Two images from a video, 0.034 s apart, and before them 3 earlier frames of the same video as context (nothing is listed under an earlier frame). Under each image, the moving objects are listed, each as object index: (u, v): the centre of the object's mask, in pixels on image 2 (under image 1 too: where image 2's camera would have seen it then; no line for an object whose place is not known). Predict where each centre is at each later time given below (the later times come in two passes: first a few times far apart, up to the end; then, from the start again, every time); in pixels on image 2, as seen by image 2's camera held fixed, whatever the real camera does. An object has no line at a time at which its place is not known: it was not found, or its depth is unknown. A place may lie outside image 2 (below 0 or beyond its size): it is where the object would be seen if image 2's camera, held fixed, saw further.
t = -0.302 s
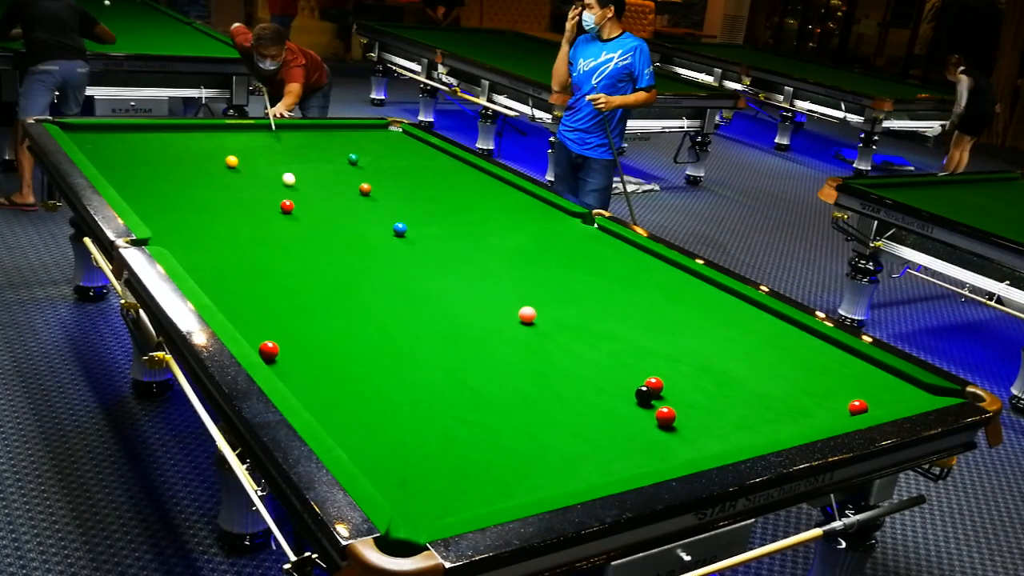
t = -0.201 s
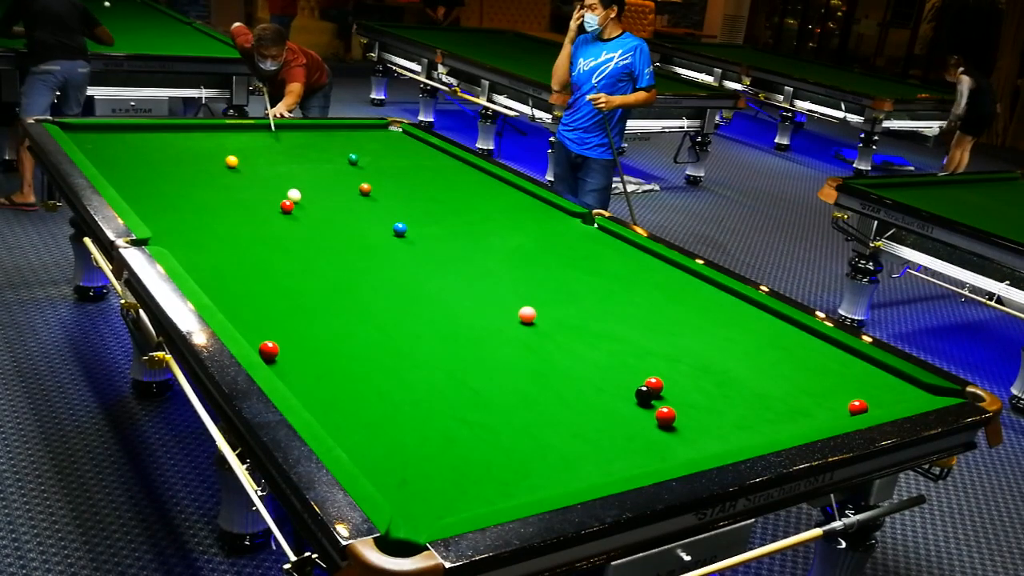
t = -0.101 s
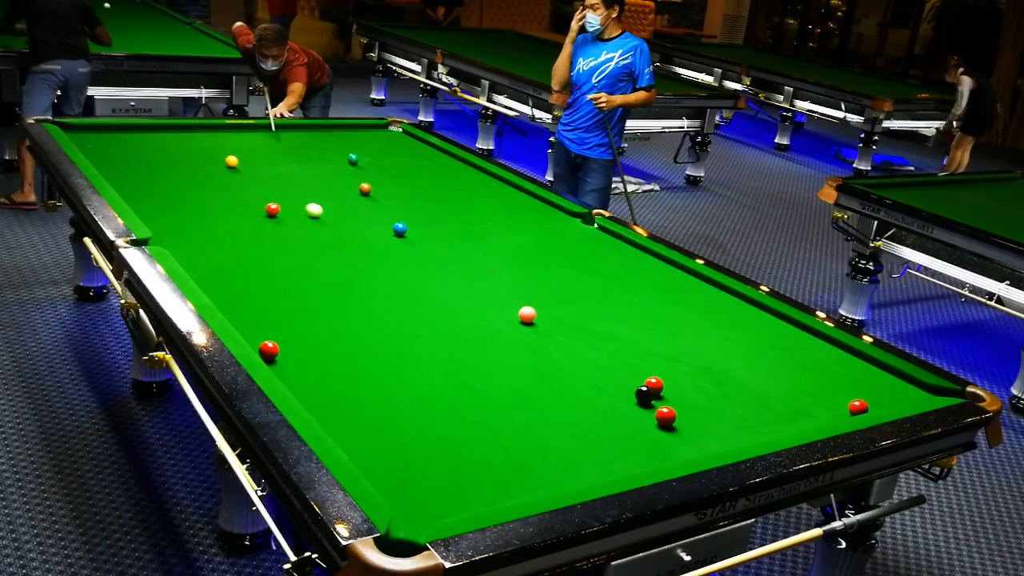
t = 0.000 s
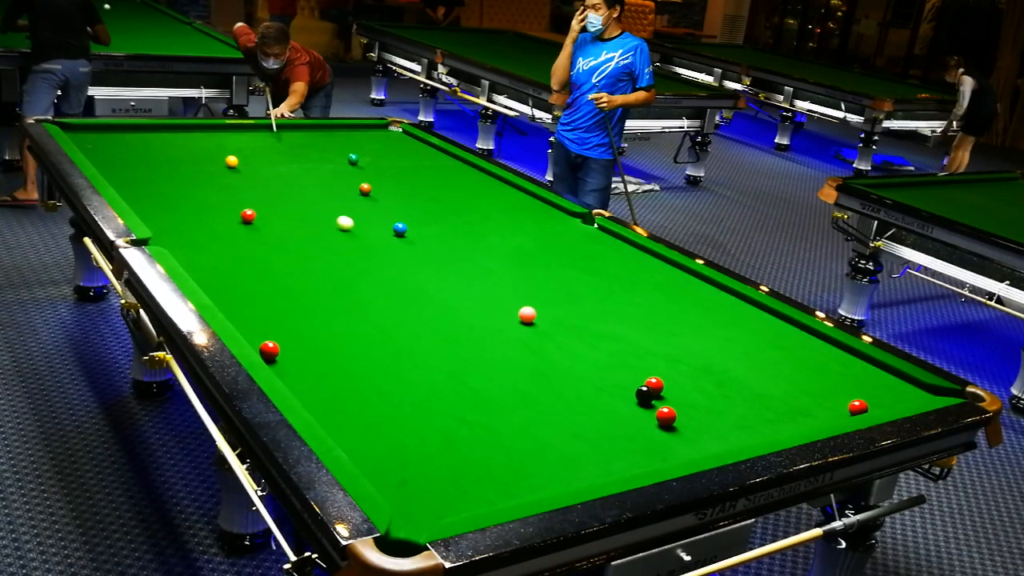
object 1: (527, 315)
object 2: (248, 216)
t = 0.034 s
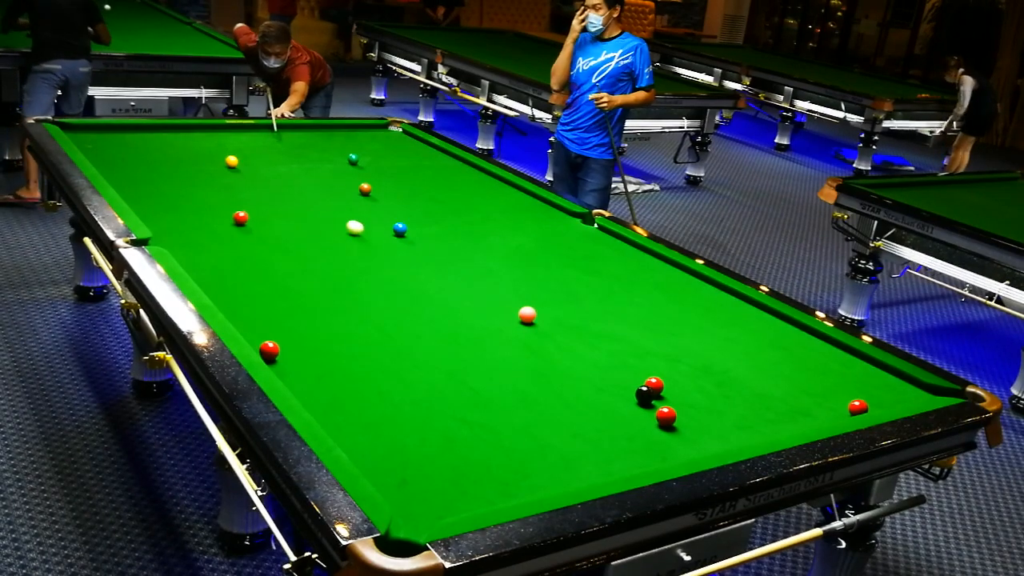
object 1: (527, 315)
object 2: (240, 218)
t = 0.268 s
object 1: (527, 315)
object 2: (189, 231)
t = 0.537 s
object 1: (532, 318)
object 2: (163, 245)
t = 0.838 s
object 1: (597, 370)
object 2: (210, 247)
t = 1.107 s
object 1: (634, 414)
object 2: (249, 245)
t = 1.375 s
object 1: (655, 457)
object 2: (285, 243)
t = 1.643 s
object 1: (602, 444)
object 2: (317, 242)
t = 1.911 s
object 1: (549, 426)
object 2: (346, 241)
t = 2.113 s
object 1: (512, 413)
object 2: (366, 240)
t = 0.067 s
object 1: (527, 315)
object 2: (233, 220)
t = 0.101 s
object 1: (527, 315)
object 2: (226, 222)
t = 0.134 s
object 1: (527, 315)
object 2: (219, 224)
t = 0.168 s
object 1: (527, 315)
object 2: (212, 225)
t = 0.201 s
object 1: (527, 315)
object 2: (204, 227)
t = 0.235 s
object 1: (527, 315)
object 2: (197, 229)
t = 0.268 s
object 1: (527, 315)
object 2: (189, 231)
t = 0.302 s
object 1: (527, 315)
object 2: (182, 233)
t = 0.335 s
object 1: (527, 315)
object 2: (174, 235)
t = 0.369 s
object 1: (527, 315)
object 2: (166, 237)
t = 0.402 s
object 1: (527, 315)
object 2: (159, 239)
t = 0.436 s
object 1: (527, 315)
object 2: (160, 240)
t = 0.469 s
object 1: (527, 315)
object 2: (161, 242)
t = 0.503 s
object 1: (527, 315)
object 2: (162, 244)
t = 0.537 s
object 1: (532, 318)
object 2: (163, 245)
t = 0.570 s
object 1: (540, 324)
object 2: (169, 247)
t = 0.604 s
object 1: (548, 331)
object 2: (174, 248)
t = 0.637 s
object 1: (555, 337)
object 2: (179, 248)
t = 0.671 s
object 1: (563, 343)
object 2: (185, 248)
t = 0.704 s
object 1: (570, 349)
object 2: (190, 248)
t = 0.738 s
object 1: (577, 354)
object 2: (195, 247)
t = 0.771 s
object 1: (583, 360)
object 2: (200, 247)
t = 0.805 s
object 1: (590, 364)
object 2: (205, 247)
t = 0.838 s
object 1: (597, 370)
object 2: (210, 247)
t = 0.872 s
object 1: (604, 376)
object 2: (215, 246)
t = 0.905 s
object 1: (612, 382)
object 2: (220, 246)
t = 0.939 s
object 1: (619, 387)
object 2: (225, 246)
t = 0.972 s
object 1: (625, 393)
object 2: (230, 246)
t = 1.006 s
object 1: (627, 397)
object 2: (235, 246)
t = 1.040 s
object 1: (629, 403)
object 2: (240, 245)
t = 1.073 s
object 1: (631, 409)
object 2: (244, 245)
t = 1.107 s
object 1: (634, 414)
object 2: (249, 245)
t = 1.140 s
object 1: (636, 419)
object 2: (254, 245)
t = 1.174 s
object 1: (639, 425)
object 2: (258, 244)
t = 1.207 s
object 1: (641, 431)
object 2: (263, 244)
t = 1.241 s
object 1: (644, 437)
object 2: (267, 244)
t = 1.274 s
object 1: (647, 442)
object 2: (272, 244)
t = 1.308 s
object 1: (650, 448)
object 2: (276, 244)
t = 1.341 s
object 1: (652, 453)
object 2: (280, 243)
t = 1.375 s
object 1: (655, 457)
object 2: (285, 243)
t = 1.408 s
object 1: (654, 459)
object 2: (289, 243)
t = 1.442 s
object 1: (645, 458)
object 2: (293, 243)
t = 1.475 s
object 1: (637, 457)
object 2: (297, 243)
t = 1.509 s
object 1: (630, 454)
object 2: (301, 243)
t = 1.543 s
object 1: (623, 452)
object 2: (305, 242)
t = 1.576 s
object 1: (616, 449)
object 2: (309, 242)
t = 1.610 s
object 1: (609, 447)
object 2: (313, 242)
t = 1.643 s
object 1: (602, 444)
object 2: (317, 242)
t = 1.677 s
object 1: (595, 441)
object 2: (321, 242)
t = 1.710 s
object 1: (588, 439)
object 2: (324, 242)
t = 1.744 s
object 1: (582, 437)
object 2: (328, 241)
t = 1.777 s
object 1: (575, 434)
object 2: (332, 241)
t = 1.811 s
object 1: (568, 432)
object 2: (335, 241)
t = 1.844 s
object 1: (562, 430)
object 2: (339, 241)
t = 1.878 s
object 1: (555, 428)
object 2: (343, 241)
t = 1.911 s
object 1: (549, 426)
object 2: (346, 241)
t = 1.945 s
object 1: (543, 423)
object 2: (350, 240)
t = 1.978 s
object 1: (536, 421)
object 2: (353, 240)
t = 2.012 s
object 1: (530, 419)
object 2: (356, 240)
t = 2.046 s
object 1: (524, 417)
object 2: (360, 240)
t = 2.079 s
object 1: (518, 415)
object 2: (363, 240)
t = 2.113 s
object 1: (512, 413)
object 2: (366, 240)
